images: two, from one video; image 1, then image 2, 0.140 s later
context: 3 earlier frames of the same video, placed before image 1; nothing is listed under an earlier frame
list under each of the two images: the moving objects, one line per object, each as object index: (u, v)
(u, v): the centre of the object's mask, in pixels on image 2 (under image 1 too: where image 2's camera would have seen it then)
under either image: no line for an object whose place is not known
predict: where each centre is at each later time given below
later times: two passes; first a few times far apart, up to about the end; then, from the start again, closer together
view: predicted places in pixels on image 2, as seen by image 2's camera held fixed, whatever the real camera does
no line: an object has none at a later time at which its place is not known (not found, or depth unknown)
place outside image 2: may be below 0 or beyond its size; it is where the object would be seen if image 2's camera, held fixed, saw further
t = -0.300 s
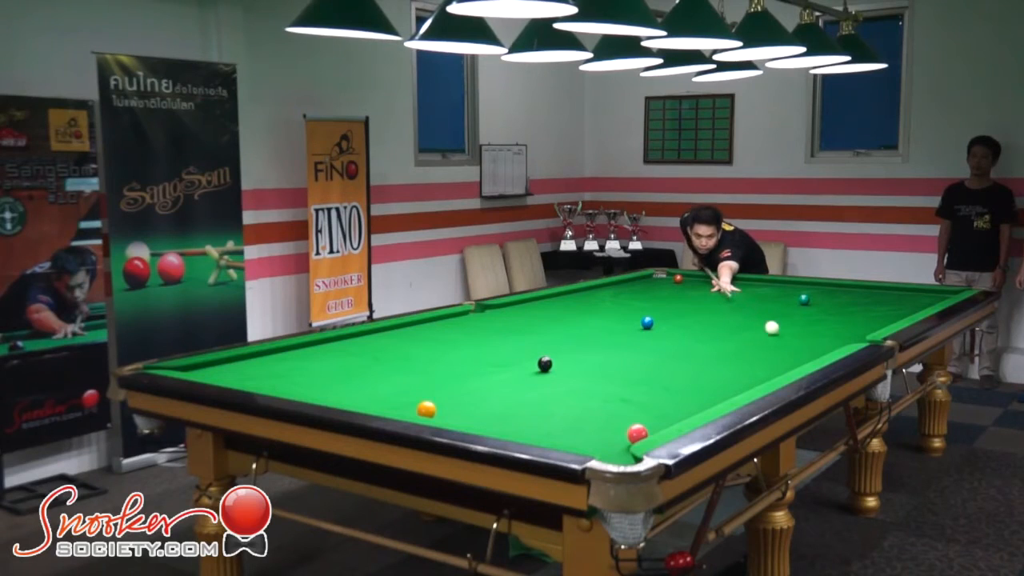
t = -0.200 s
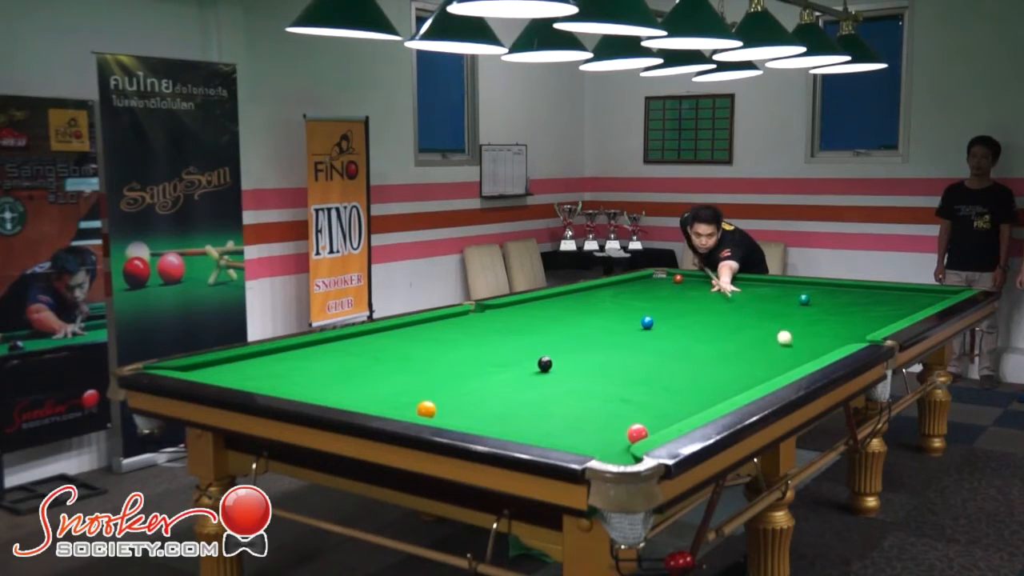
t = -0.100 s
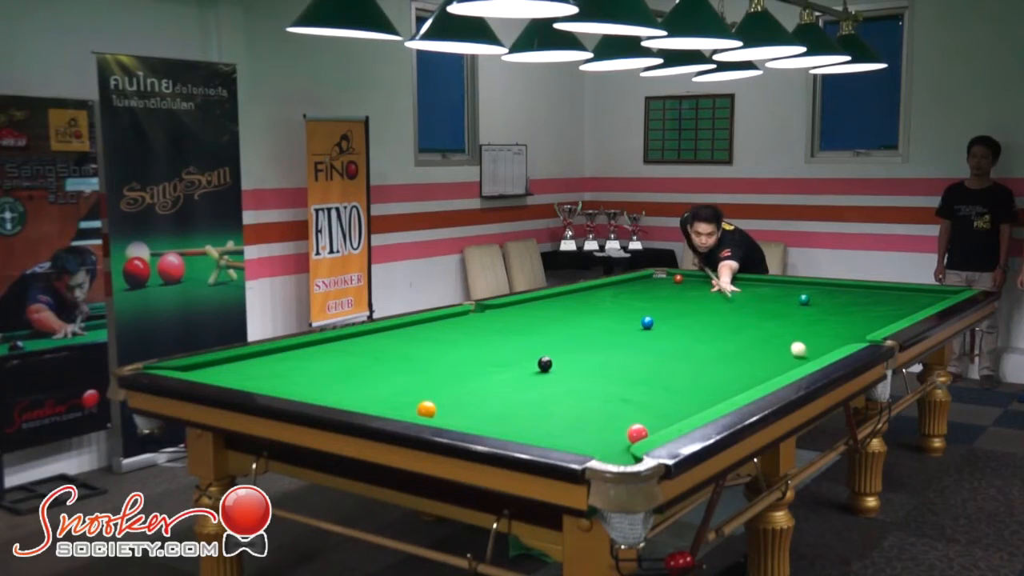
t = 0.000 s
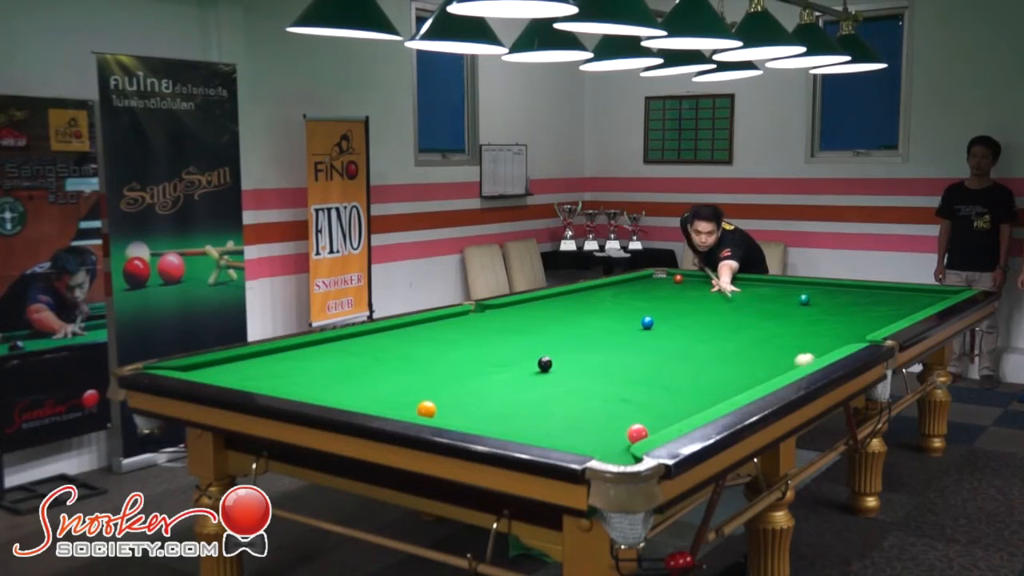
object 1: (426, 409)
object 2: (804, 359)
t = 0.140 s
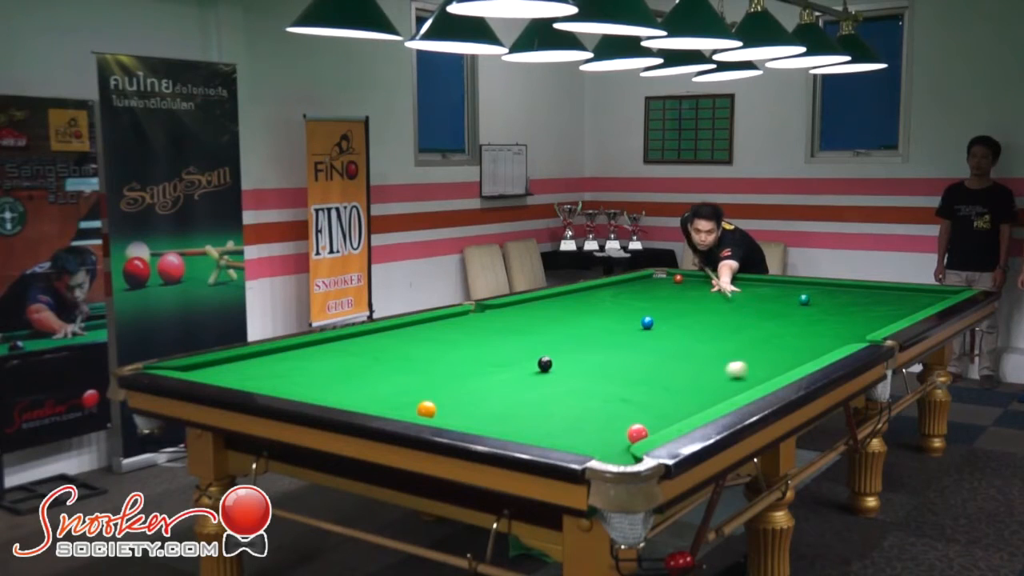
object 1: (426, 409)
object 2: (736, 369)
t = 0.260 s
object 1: (426, 409)
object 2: (678, 378)
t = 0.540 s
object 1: (426, 409)
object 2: (528, 398)
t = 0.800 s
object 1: (401, 404)
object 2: (437, 412)
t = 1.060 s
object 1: (419, 387)
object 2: (434, 408)
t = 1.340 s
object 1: (435, 371)
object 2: (438, 399)
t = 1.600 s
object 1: (446, 359)
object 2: (441, 390)
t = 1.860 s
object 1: (456, 348)
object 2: (442, 383)
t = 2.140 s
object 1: (465, 338)
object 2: (443, 377)
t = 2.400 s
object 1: (471, 330)
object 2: (443, 371)
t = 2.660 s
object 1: (476, 323)
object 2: (442, 367)
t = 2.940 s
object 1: (481, 317)
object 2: (441, 362)
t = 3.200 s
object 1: (485, 311)
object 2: (439, 359)
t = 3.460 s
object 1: (489, 306)
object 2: (437, 357)
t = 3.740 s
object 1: (496, 307)
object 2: (436, 355)
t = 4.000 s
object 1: (504, 309)
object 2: (434, 353)
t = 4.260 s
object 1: (511, 312)
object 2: (433, 352)
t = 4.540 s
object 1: (518, 314)
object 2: (431, 351)
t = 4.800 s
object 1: (524, 315)
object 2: (430, 351)
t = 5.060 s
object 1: (530, 317)
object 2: (430, 351)
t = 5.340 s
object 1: (535, 319)
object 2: (430, 351)
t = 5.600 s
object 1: (540, 320)
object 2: (430, 351)
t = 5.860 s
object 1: (544, 321)
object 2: (430, 351)
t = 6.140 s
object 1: (547, 322)
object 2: (430, 351)
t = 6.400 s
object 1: (550, 323)
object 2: (430, 351)
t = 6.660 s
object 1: (551, 323)
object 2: (430, 351)
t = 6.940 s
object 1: (551, 323)
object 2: (430, 351)
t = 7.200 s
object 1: (551, 323)
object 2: (430, 351)
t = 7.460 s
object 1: (551, 323)
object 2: (430, 351)
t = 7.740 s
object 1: (551, 323)
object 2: (430, 351)
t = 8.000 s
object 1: (551, 323)
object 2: (430, 351)
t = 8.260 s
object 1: (551, 323)
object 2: (430, 351)
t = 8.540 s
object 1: (551, 323)
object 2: (430, 351)
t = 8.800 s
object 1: (551, 323)
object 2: (430, 351)
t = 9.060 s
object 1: (551, 323)
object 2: (430, 351)
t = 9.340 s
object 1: (551, 323)
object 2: (430, 351)
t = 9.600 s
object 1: (551, 323)
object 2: (430, 351)
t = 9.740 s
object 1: (551, 323)
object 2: (430, 351)
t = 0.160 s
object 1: (426, 409)
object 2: (727, 371)
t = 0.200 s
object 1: (426, 409)
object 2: (707, 374)
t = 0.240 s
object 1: (426, 409)
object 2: (688, 376)
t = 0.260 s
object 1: (426, 409)
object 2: (678, 378)
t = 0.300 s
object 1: (426, 409)
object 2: (658, 380)
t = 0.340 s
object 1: (426, 409)
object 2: (637, 383)
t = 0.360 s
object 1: (426, 409)
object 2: (627, 384)
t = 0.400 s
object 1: (426, 409)
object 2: (606, 387)
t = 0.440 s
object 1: (426, 409)
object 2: (584, 390)
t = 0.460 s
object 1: (426, 409)
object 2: (573, 392)
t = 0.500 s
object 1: (426, 409)
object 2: (551, 394)
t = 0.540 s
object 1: (426, 409)
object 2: (528, 398)
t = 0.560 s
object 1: (426, 409)
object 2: (516, 399)
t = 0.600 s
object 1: (426, 409)
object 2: (493, 403)
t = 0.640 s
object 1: (426, 409)
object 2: (468, 406)
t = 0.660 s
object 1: (426, 409)
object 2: (456, 408)
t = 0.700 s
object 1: (414, 408)
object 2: (445, 410)
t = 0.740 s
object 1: (396, 407)
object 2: (443, 411)
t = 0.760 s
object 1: (398, 406)
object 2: (441, 412)
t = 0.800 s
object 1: (401, 404)
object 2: (437, 412)
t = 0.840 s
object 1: (404, 402)
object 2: (432, 414)
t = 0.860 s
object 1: (405, 401)
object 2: (429, 414)
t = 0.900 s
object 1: (408, 398)
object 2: (431, 413)
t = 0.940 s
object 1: (411, 395)
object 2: (432, 411)
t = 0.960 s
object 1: (413, 394)
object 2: (432, 411)
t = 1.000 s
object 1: (415, 391)
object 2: (433, 410)
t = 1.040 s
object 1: (418, 389)
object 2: (433, 409)
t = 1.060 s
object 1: (419, 387)
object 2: (434, 408)
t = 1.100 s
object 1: (421, 385)
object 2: (434, 407)
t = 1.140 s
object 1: (424, 382)
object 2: (435, 406)
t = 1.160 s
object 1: (425, 381)
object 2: (435, 406)
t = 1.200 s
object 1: (428, 379)
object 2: (436, 404)
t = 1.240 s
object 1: (430, 376)
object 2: (436, 402)
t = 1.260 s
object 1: (431, 375)
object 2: (437, 402)
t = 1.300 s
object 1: (433, 373)
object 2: (438, 400)
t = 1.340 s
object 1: (435, 371)
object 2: (438, 399)
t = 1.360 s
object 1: (436, 370)
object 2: (438, 398)
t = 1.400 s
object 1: (438, 368)
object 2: (439, 397)
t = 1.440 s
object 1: (440, 366)
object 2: (439, 395)
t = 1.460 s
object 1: (441, 365)
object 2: (439, 395)
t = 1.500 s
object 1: (442, 363)
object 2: (440, 393)
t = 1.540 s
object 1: (444, 361)
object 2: (440, 392)
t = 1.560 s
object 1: (445, 360)
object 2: (440, 392)
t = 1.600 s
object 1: (446, 359)
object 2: (441, 390)
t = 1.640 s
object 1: (448, 357)
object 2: (441, 389)
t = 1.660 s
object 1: (449, 356)
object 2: (441, 388)
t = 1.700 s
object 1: (450, 354)
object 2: (441, 387)
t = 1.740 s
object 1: (452, 353)
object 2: (442, 386)
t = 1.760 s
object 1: (452, 352)
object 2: (442, 386)
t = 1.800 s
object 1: (454, 350)
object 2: (442, 385)
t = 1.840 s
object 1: (455, 349)
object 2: (442, 384)
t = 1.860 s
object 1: (456, 348)
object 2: (442, 383)
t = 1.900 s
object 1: (457, 346)
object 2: (442, 382)
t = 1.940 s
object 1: (459, 345)
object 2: (442, 381)
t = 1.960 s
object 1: (459, 344)
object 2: (442, 381)
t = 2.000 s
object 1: (460, 343)
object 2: (442, 380)
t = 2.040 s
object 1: (462, 341)
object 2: (443, 379)
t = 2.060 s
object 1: (462, 340)
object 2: (443, 378)
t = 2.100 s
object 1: (463, 339)
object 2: (443, 377)
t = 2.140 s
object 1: (465, 338)
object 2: (443, 377)
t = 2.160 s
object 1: (465, 337)
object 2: (443, 376)
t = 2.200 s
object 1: (466, 336)
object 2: (443, 375)
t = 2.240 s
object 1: (467, 335)
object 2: (443, 374)
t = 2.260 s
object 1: (468, 334)
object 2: (443, 374)
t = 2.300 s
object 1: (469, 333)
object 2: (443, 373)
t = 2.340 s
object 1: (470, 332)
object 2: (443, 372)
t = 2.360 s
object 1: (470, 331)
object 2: (443, 372)
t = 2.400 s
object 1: (471, 330)
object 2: (443, 371)
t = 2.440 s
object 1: (472, 329)
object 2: (443, 370)
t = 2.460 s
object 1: (472, 328)
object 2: (443, 370)
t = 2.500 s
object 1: (473, 327)
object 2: (443, 369)
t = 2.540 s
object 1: (474, 326)
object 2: (442, 369)
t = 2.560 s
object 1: (474, 326)
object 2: (442, 368)
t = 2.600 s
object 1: (475, 325)
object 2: (442, 368)
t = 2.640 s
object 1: (476, 324)
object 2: (442, 367)
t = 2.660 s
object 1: (476, 323)
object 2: (442, 367)
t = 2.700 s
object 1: (477, 322)
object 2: (442, 366)
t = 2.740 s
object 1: (478, 321)
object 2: (442, 365)
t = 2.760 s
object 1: (478, 321)
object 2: (442, 365)
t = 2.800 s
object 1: (479, 320)
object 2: (441, 364)
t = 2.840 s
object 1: (479, 319)
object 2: (441, 364)
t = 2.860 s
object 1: (480, 319)
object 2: (441, 364)
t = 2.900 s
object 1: (481, 318)
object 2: (441, 363)
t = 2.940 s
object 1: (481, 317)
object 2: (441, 362)
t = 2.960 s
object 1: (481, 316)
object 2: (441, 362)
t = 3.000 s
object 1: (482, 315)
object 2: (441, 362)
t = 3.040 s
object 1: (483, 314)
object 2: (440, 361)
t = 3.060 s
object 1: (483, 314)
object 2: (440, 361)
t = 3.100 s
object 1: (484, 313)
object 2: (440, 360)
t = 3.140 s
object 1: (484, 312)
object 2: (440, 360)
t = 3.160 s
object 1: (485, 312)
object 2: (439, 360)
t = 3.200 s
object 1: (485, 311)
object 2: (439, 359)
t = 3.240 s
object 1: (486, 310)
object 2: (439, 359)
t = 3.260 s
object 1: (486, 310)
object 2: (439, 359)
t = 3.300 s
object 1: (486, 309)
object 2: (438, 358)
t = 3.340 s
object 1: (487, 309)
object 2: (438, 358)
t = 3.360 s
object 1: (487, 308)
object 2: (438, 357)
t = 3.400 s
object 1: (488, 307)
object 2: (438, 357)
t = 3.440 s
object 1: (488, 307)
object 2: (438, 357)
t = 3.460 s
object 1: (489, 306)
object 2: (437, 357)
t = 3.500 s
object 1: (489, 306)
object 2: (437, 356)
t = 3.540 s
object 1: (490, 305)
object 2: (437, 356)
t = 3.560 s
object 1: (490, 305)
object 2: (437, 356)
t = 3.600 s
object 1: (492, 306)
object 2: (437, 356)
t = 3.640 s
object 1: (493, 306)
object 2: (437, 355)
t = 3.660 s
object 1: (493, 306)
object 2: (436, 355)
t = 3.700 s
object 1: (495, 307)
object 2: (436, 355)
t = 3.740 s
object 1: (496, 307)
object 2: (436, 355)
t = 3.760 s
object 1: (497, 307)
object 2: (436, 354)
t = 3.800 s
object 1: (498, 308)
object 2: (436, 354)
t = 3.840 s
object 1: (499, 308)
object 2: (435, 354)
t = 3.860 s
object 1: (500, 308)
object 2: (435, 354)
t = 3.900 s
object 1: (501, 309)
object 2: (435, 353)
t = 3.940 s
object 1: (502, 309)
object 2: (435, 353)
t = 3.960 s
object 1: (503, 309)
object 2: (435, 353)
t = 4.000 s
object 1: (504, 309)
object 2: (434, 353)
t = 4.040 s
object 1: (505, 310)
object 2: (434, 353)
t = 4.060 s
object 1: (506, 310)
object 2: (434, 353)
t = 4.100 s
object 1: (507, 310)
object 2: (434, 352)
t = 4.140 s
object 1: (508, 311)
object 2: (433, 352)
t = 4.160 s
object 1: (509, 311)
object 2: (433, 352)
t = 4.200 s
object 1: (510, 311)
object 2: (433, 352)
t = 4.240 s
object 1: (511, 311)
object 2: (433, 352)
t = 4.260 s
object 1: (511, 312)
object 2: (433, 352)
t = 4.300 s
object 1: (512, 312)
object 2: (432, 352)
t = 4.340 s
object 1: (513, 312)
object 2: (432, 352)
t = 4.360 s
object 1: (514, 312)
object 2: (432, 352)
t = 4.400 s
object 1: (515, 313)
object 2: (432, 352)
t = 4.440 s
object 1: (516, 313)
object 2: (432, 352)
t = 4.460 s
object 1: (516, 313)
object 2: (432, 352)
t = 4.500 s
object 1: (517, 313)
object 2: (431, 351)
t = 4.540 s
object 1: (518, 314)
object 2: (431, 351)
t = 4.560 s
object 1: (519, 314)
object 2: (431, 351)
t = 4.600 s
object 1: (520, 314)
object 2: (431, 351)
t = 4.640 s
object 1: (521, 314)
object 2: (430, 351)
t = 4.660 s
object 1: (521, 315)
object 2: (430, 351)
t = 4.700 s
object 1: (522, 315)
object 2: (430, 351)
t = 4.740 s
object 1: (523, 315)
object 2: (430, 351)
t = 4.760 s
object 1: (524, 315)
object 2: (430, 351)
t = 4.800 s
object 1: (524, 315)
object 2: (430, 351)
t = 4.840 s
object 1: (525, 316)
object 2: (430, 351)
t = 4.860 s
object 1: (526, 316)
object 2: (430, 351)
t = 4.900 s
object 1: (527, 316)
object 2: (430, 351)
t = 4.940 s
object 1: (528, 316)
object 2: (430, 351)
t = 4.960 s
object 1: (528, 316)
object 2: (430, 351)
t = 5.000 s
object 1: (529, 317)
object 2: (430, 351)
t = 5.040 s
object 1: (530, 317)
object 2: (430, 351)
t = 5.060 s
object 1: (530, 317)
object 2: (430, 351)
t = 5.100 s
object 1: (531, 317)
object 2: (430, 351)
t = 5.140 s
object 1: (532, 318)
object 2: (430, 351)
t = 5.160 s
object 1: (532, 318)
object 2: (430, 351)
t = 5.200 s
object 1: (533, 318)
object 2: (430, 351)
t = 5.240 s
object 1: (534, 318)
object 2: (430, 351)
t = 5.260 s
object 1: (534, 319)
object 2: (430, 351)
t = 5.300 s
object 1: (535, 319)
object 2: (430, 351)
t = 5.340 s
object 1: (535, 319)
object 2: (430, 351)
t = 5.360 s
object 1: (536, 319)
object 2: (430, 351)
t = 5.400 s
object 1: (537, 319)
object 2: (430, 351)
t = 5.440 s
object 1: (537, 319)
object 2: (430, 351)
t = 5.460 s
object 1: (538, 319)
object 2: (430, 351)
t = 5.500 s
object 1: (538, 320)
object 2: (430, 351)
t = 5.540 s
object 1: (539, 320)
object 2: (430, 351)
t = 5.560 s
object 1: (539, 320)
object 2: (430, 351)
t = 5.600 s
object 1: (540, 320)
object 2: (430, 351)
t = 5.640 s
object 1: (541, 320)
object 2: (430, 351)
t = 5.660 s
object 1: (541, 320)
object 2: (430, 351)
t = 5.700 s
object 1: (542, 320)
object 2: (430, 351)
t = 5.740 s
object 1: (542, 321)
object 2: (430, 351)
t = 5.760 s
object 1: (543, 321)
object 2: (430, 351)
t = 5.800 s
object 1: (543, 321)
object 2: (430, 351)
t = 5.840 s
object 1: (543, 321)
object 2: (430, 351)
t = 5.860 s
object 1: (544, 321)
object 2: (430, 351)
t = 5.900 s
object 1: (544, 321)
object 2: (430, 351)
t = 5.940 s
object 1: (545, 321)
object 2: (430, 351)
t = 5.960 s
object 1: (545, 322)
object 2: (430, 351)
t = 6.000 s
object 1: (546, 322)
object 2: (430, 351)
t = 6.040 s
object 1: (546, 322)
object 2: (430, 351)
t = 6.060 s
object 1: (546, 322)
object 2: (430, 351)
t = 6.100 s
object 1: (547, 322)
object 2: (430, 351)
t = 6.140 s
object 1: (547, 322)
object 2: (430, 351)
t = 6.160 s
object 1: (547, 322)
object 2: (430, 351)
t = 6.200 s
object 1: (548, 322)
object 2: (430, 351)
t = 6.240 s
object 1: (548, 322)
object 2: (430, 351)
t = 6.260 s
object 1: (548, 322)
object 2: (430, 351)
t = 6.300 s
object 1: (549, 322)
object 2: (430, 351)
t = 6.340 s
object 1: (549, 322)
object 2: (430, 351)
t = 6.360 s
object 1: (549, 323)
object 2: (430, 351)
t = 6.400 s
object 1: (550, 323)
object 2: (430, 351)
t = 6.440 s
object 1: (550, 323)
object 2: (430, 351)
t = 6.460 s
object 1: (550, 323)
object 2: (430, 351)
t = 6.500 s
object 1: (550, 323)
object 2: (430, 351)
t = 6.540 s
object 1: (550, 323)
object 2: (430, 351)
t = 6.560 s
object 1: (550, 323)
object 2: (430, 351)
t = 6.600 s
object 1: (551, 323)
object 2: (430, 351)
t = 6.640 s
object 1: (551, 323)
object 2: (430, 351)
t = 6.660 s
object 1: (551, 323)
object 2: (430, 351)
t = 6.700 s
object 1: (551, 323)
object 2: (430, 351)
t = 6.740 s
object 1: (551, 323)
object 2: (430, 351)
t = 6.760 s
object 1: (551, 323)
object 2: (430, 351)
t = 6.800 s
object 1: (551, 323)
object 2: (430, 351)
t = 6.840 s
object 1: (551, 323)
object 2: (430, 351)
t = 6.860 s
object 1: (551, 323)
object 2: (430, 351)
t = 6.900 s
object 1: (551, 323)
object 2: (430, 351)
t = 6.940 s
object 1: (551, 323)
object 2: (430, 351)
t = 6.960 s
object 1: (551, 323)
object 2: (430, 351)
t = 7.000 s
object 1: (551, 323)
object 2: (430, 351)
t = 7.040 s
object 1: (551, 323)
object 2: (430, 351)
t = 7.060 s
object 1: (551, 323)
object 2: (430, 351)
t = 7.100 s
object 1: (551, 323)
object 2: (430, 351)
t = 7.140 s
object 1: (551, 323)
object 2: (430, 351)
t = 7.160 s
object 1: (551, 323)
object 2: (430, 351)
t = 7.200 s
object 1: (551, 323)
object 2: (430, 351)
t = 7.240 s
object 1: (551, 323)
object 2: (430, 351)
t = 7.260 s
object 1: (551, 323)
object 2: (430, 351)
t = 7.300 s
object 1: (551, 323)
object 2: (430, 351)
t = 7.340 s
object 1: (551, 323)
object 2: (430, 351)
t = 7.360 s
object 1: (551, 323)
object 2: (430, 351)
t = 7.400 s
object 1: (551, 323)
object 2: (430, 351)
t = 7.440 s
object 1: (551, 323)
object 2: (430, 351)
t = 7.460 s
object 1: (551, 323)
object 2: (430, 351)
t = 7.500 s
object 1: (551, 323)
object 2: (430, 351)
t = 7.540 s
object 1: (551, 323)
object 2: (430, 351)
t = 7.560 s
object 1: (551, 323)
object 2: (430, 351)
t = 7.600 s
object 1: (551, 323)
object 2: (430, 351)
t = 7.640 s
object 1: (551, 323)
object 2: (430, 351)
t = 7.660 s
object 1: (551, 323)
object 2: (430, 351)
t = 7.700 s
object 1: (551, 323)
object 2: (430, 351)
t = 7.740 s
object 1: (551, 323)
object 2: (430, 351)
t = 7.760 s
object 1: (551, 323)
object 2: (430, 351)
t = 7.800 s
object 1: (551, 323)
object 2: (430, 351)
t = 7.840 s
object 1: (551, 323)
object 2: (430, 351)
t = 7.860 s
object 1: (551, 323)
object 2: (430, 351)
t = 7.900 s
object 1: (551, 323)
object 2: (430, 351)
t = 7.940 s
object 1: (551, 323)
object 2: (430, 351)
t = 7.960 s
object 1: (551, 323)
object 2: (430, 351)
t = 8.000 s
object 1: (551, 323)
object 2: (430, 351)
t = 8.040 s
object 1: (551, 323)
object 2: (430, 351)
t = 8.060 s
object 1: (551, 323)
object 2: (430, 351)
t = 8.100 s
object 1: (551, 323)
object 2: (430, 351)
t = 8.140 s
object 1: (551, 323)
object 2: (430, 351)
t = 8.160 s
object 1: (551, 323)
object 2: (430, 351)
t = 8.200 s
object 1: (551, 323)
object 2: (430, 351)
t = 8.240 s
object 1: (551, 323)
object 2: (430, 351)
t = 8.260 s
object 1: (551, 323)
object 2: (430, 351)
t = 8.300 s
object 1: (551, 323)
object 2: (430, 351)
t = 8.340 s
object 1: (551, 323)
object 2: (430, 351)
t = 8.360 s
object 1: (551, 323)
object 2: (430, 351)
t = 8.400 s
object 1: (551, 323)
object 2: (430, 351)
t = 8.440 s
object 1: (551, 323)
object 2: (430, 351)
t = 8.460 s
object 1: (551, 323)
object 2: (430, 351)
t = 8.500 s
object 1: (551, 323)
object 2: (430, 351)
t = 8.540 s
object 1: (551, 323)
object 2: (430, 351)
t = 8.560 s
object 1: (551, 323)
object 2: (430, 351)
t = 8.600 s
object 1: (551, 323)
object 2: (430, 351)
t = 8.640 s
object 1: (551, 323)
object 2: (430, 351)
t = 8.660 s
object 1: (551, 323)
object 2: (430, 351)
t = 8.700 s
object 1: (551, 323)
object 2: (430, 351)
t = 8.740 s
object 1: (551, 323)
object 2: (430, 351)
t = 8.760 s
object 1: (551, 323)
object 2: (430, 351)
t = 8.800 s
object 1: (551, 323)
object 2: (430, 351)
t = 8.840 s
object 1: (551, 323)
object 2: (430, 351)
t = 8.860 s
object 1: (551, 323)
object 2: (430, 351)
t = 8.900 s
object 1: (551, 323)
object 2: (430, 351)
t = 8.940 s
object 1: (551, 323)
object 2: (430, 351)
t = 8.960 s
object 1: (551, 323)
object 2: (430, 351)
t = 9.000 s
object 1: (551, 323)
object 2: (430, 351)
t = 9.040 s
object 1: (551, 323)
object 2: (430, 351)
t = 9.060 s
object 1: (551, 323)
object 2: (430, 351)
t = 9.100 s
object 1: (551, 323)
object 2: (430, 351)
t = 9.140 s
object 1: (551, 323)
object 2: (430, 351)
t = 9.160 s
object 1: (551, 323)
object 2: (430, 351)
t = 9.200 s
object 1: (551, 323)
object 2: (430, 351)
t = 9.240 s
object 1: (551, 323)
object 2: (430, 351)
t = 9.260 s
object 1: (551, 323)
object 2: (430, 351)
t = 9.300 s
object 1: (551, 323)
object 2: (430, 351)
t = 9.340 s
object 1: (551, 323)
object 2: (430, 351)
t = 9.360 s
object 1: (551, 323)
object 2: (430, 351)
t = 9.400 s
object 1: (551, 323)
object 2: (430, 351)
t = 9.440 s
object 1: (551, 323)
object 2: (430, 351)
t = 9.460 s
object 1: (551, 323)
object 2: (430, 351)
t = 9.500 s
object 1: (551, 323)
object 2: (430, 351)
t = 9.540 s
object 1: (551, 323)
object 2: (430, 351)
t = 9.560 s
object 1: (551, 323)
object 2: (430, 351)
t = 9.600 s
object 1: (551, 323)
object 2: (430, 351)
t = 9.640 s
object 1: (551, 323)
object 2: (430, 351)
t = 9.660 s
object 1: (551, 323)
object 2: (430, 351)
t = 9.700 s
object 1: (551, 323)
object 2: (430, 351)
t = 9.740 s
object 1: (551, 323)
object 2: (430, 351)
